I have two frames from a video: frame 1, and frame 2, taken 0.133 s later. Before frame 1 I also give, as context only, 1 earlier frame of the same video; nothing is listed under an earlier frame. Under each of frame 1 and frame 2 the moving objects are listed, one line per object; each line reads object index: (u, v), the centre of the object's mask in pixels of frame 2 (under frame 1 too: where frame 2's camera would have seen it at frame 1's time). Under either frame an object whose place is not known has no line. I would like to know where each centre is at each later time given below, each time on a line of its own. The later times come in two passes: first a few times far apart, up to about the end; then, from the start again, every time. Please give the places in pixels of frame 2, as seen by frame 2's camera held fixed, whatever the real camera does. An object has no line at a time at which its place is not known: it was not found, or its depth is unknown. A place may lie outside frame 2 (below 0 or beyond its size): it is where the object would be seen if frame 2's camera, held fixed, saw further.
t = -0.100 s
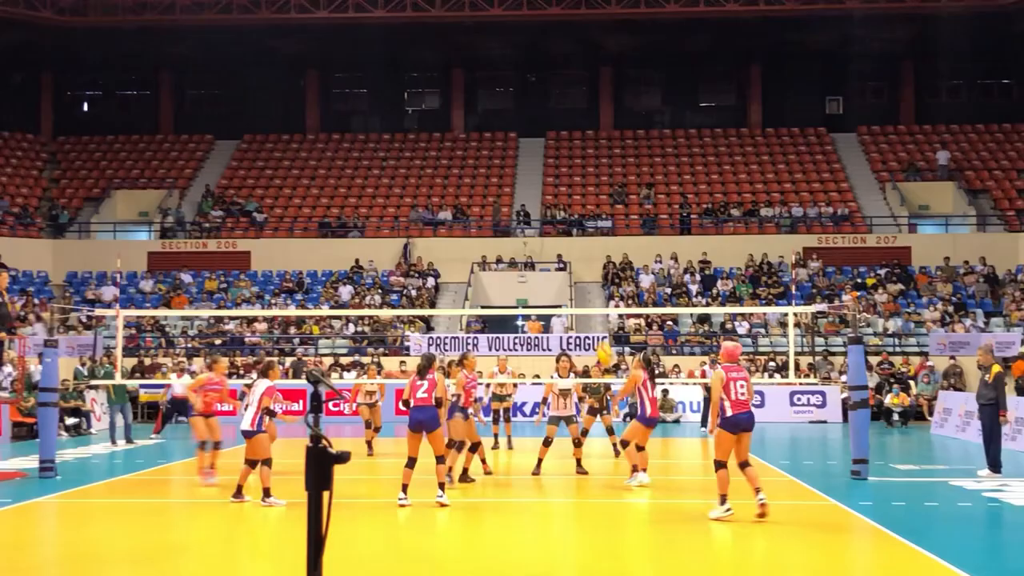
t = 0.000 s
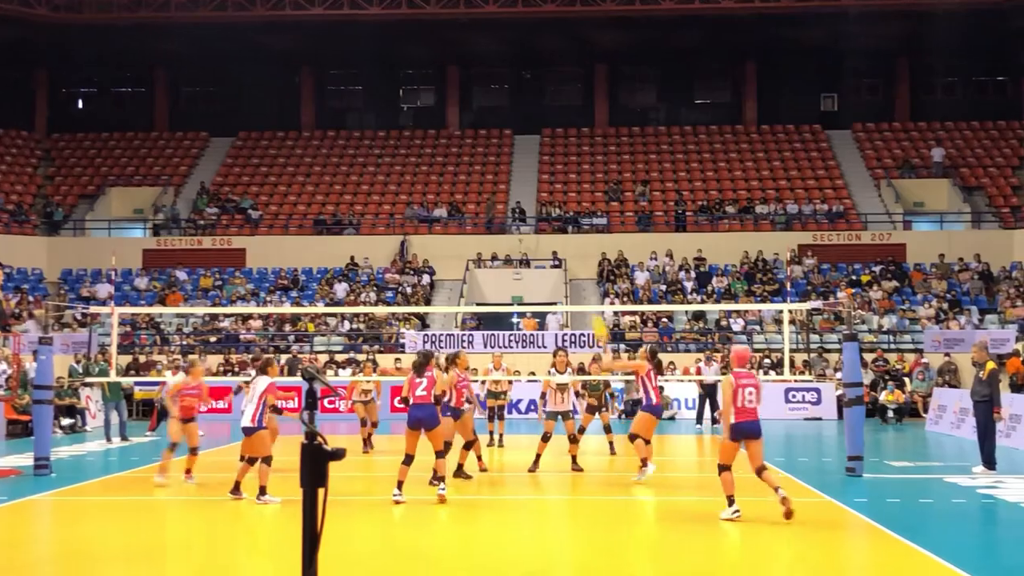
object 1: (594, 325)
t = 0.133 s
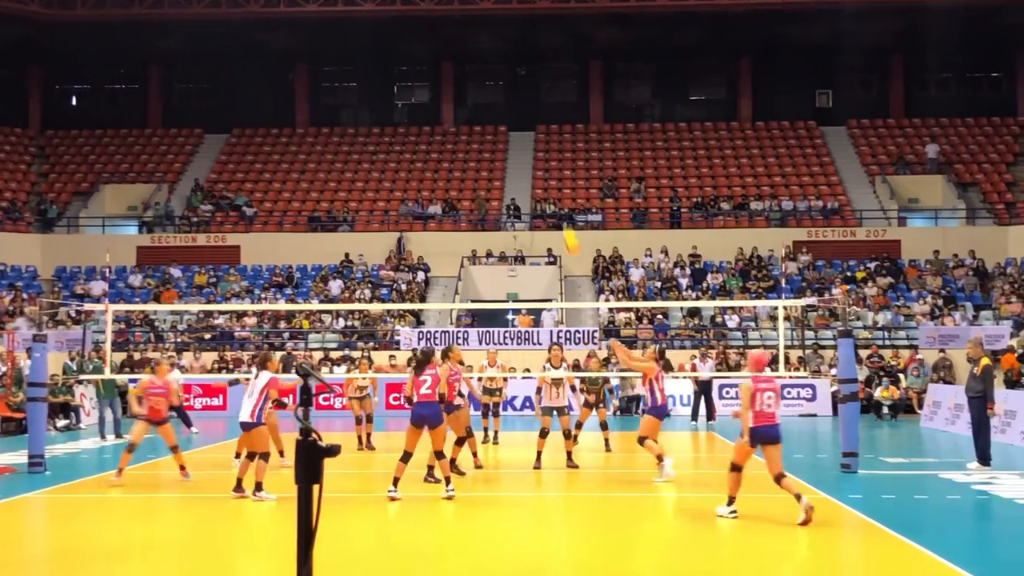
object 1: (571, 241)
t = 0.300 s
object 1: (539, 156)
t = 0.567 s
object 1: (491, 65)
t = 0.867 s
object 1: (437, 30)
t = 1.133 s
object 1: (389, 63)
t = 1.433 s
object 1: (339, 172)
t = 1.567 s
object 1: (317, 244)
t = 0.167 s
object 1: (564, 221)
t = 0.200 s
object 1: (558, 205)
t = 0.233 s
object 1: (551, 188)
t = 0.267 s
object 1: (545, 171)
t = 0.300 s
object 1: (539, 156)
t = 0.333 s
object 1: (533, 142)
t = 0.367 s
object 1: (527, 128)
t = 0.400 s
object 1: (521, 115)
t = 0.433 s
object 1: (515, 104)
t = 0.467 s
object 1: (509, 92)
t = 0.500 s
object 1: (503, 82)
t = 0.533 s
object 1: (497, 73)
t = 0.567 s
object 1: (491, 65)
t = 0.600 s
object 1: (485, 57)
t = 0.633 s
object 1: (479, 51)
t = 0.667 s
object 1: (473, 45)
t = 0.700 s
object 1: (467, 40)
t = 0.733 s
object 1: (461, 37)
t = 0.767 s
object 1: (455, 34)
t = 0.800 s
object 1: (449, 32)
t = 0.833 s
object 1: (443, 31)
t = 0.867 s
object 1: (437, 30)
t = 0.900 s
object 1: (431, 31)
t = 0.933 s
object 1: (425, 33)
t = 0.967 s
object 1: (419, 36)
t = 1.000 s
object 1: (413, 39)
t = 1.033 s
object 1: (407, 44)
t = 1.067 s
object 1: (401, 49)
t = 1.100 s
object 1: (395, 55)
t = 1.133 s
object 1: (389, 63)
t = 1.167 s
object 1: (384, 71)
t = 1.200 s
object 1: (378, 81)
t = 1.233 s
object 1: (372, 91)
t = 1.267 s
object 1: (367, 103)
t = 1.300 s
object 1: (361, 115)
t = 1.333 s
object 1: (356, 127)
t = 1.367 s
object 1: (350, 141)
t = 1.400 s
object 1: (344, 156)
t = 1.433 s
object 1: (339, 172)
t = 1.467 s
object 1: (333, 188)
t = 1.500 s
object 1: (328, 207)
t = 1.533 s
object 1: (323, 224)
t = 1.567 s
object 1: (317, 244)
